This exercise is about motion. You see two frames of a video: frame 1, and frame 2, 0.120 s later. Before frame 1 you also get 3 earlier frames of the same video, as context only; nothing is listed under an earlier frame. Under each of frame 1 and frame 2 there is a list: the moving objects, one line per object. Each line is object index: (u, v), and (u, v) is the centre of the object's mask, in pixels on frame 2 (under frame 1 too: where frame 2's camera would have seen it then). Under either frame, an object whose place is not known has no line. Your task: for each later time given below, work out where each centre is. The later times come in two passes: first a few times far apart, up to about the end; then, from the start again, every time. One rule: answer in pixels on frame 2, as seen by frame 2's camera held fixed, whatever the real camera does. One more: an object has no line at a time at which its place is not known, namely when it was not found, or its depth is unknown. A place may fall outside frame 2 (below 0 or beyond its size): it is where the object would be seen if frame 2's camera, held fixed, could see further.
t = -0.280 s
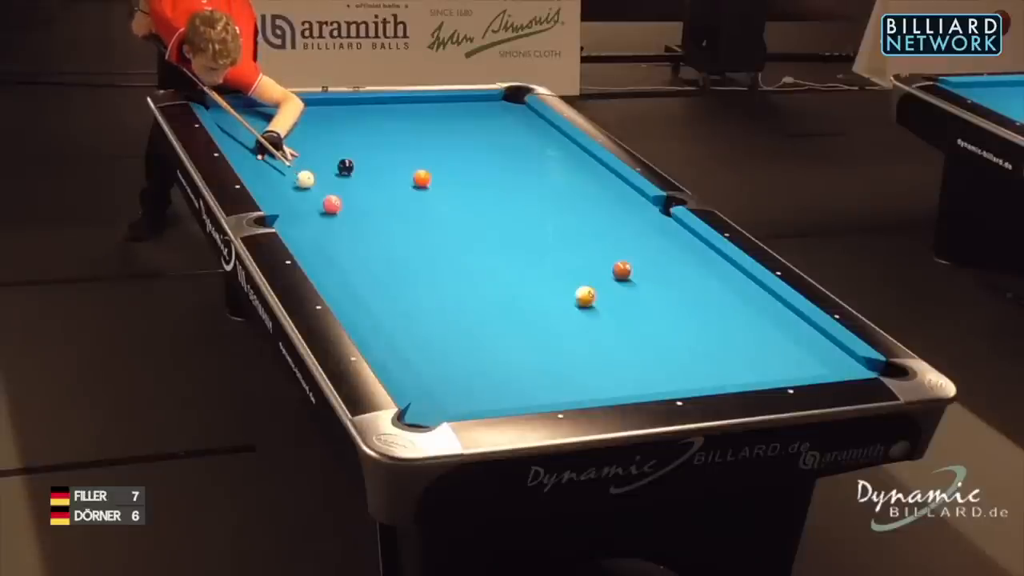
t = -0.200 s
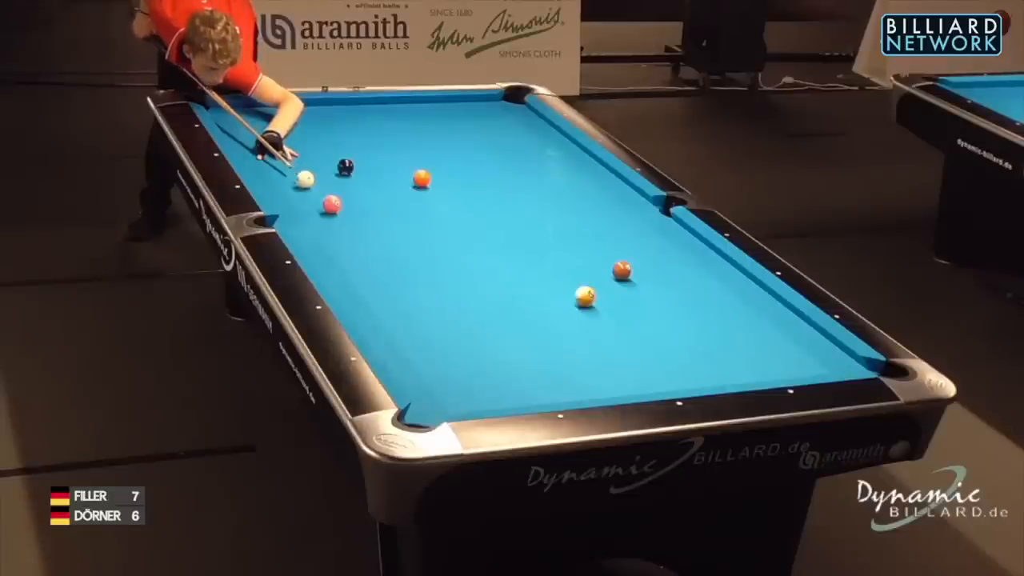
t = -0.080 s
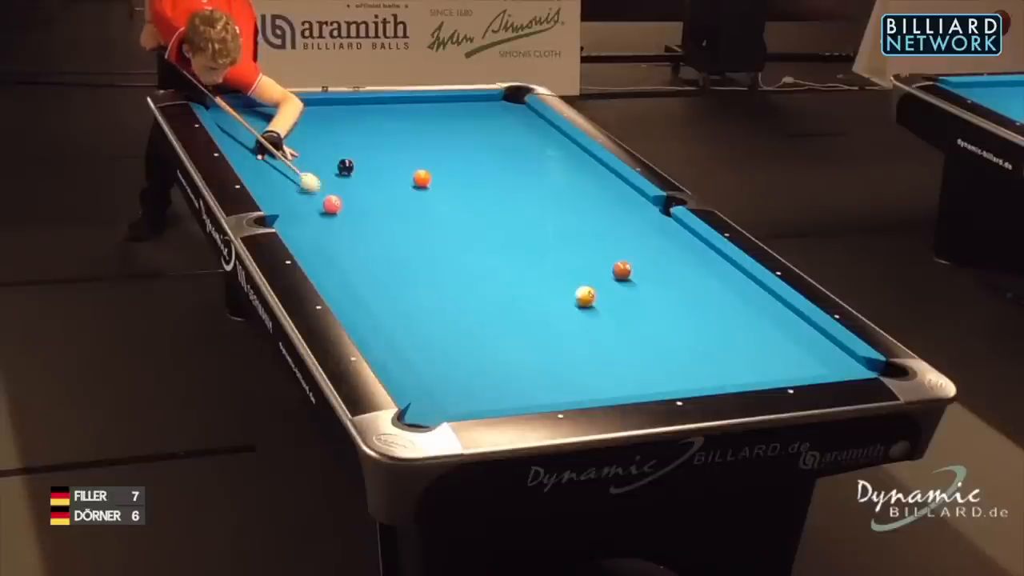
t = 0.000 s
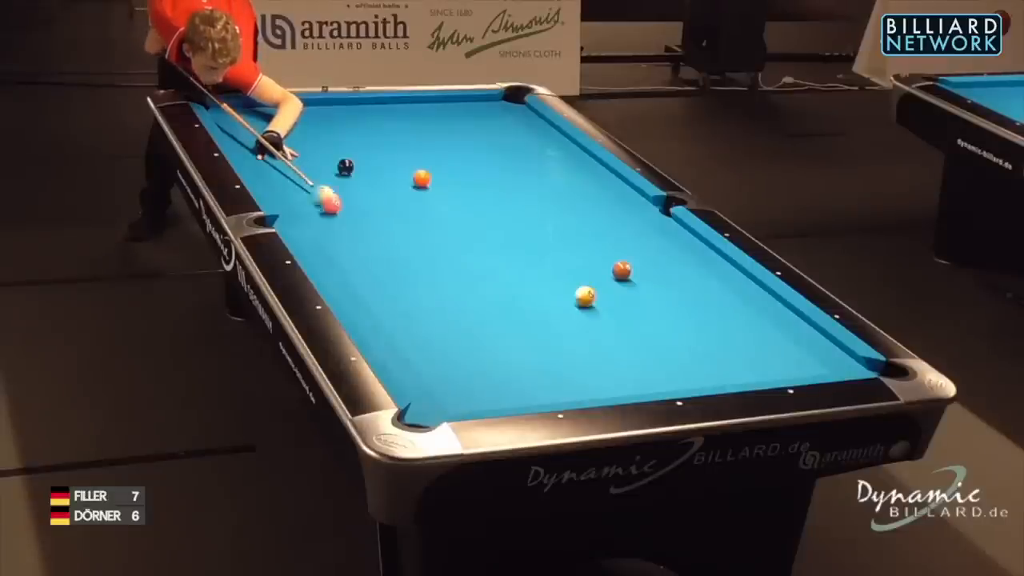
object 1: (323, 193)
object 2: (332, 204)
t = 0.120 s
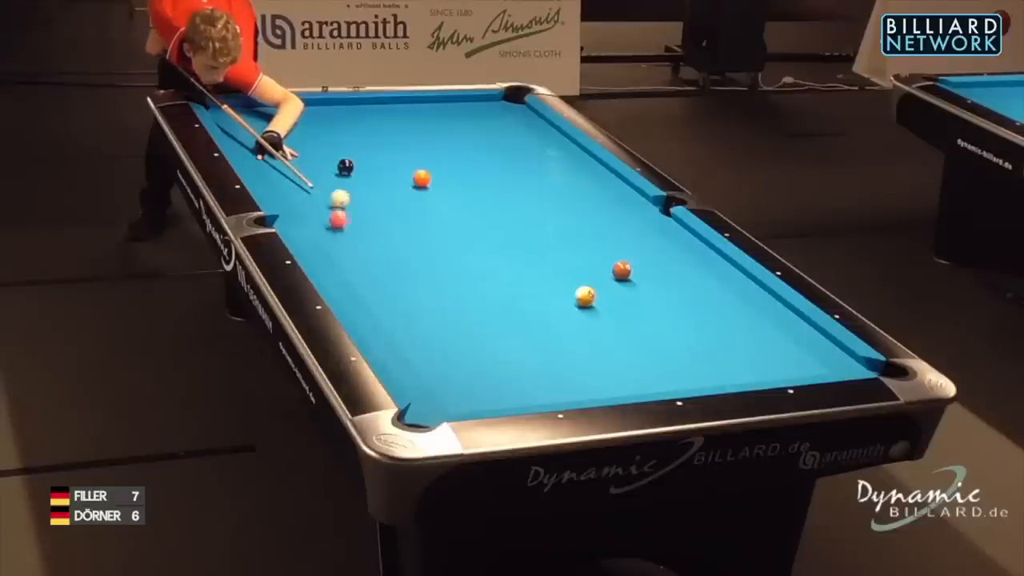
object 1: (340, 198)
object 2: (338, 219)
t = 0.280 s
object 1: (356, 199)
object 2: (346, 237)
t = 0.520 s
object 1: (377, 201)
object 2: (359, 264)
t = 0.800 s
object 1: (400, 202)
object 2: (373, 299)
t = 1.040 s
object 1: (419, 204)
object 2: (387, 331)
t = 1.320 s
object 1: (438, 205)
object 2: (404, 368)
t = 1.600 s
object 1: (456, 206)
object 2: (432, 406)
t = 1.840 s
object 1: (468, 207)
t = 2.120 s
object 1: (482, 208)
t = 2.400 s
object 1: (494, 208)
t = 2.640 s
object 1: (502, 209)
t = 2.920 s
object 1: (509, 209)
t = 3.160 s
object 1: (514, 209)
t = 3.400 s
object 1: (518, 209)
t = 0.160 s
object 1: (344, 198)
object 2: (340, 224)
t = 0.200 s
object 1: (348, 198)
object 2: (343, 228)
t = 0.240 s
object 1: (352, 199)
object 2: (345, 232)
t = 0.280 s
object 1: (356, 199)
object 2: (346, 237)
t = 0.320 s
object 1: (359, 199)
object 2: (348, 241)
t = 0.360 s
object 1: (363, 200)
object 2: (350, 246)
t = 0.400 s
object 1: (367, 200)
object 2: (352, 250)
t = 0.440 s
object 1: (370, 200)
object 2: (354, 255)
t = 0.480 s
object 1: (374, 200)
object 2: (357, 260)
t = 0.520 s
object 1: (377, 201)
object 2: (359, 264)
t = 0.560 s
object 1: (381, 201)
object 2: (361, 269)
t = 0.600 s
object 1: (384, 201)
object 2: (362, 274)
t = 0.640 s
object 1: (387, 201)
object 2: (365, 279)
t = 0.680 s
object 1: (391, 201)
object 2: (367, 283)
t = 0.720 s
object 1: (394, 202)
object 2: (369, 288)
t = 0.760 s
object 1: (397, 202)
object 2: (371, 293)
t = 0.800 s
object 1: (400, 202)
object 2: (373, 299)
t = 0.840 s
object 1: (403, 203)
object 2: (375, 304)
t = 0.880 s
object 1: (406, 203)
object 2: (378, 309)
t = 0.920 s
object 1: (410, 203)
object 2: (380, 315)
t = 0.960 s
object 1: (413, 203)
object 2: (382, 319)
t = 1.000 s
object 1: (416, 203)
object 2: (384, 325)
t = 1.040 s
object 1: (419, 204)
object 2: (387, 331)
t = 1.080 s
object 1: (421, 204)
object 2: (389, 336)
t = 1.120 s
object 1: (424, 204)
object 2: (391, 341)
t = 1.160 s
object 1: (427, 204)
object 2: (394, 347)
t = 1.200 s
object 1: (430, 204)
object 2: (396, 352)
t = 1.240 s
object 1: (433, 205)
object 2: (399, 358)
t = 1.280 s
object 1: (436, 205)
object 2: (401, 363)
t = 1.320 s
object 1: (438, 205)
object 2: (404, 368)
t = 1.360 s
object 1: (441, 205)
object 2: (407, 374)
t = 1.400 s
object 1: (443, 205)
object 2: (410, 380)
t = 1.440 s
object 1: (446, 206)
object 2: (413, 385)
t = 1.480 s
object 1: (449, 206)
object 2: (418, 391)
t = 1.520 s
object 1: (451, 206)
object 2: (422, 396)
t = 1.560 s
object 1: (453, 206)
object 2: (427, 402)
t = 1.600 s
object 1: (456, 206)
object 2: (432, 406)
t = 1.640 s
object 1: (458, 206)
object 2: (436, 411)
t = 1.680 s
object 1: (460, 206)
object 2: (438, 414)
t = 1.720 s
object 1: (462, 206)
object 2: (433, 416)
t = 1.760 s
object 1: (465, 207)
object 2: (428, 416)
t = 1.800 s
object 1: (467, 207)
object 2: (422, 421)
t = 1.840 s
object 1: (468, 207)
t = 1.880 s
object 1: (471, 207)
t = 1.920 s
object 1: (473, 207)
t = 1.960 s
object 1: (475, 207)
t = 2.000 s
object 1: (477, 208)
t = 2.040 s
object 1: (479, 208)
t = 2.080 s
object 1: (480, 208)
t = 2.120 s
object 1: (482, 208)
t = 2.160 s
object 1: (484, 208)
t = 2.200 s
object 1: (486, 208)
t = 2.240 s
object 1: (487, 208)
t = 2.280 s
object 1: (489, 208)
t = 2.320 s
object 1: (491, 208)
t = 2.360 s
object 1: (492, 208)
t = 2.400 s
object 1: (494, 208)
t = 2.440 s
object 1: (495, 208)
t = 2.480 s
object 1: (496, 208)
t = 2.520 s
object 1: (498, 208)
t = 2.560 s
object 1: (499, 208)
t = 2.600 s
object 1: (500, 208)
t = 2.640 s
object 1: (502, 209)
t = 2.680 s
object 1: (503, 209)
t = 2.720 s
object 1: (504, 208)
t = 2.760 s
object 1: (505, 209)
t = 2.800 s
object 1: (506, 209)
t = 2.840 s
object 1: (507, 209)
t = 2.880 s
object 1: (508, 209)
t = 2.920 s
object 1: (509, 209)
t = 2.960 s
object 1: (510, 209)
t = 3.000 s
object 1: (511, 209)
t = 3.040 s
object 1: (512, 209)
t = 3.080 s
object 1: (513, 209)
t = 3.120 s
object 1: (514, 209)
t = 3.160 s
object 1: (514, 209)
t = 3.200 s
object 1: (515, 209)
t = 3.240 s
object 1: (516, 209)
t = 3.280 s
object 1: (516, 209)
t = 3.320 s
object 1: (517, 209)
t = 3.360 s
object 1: (517, 209)
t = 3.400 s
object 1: (518, 209)
